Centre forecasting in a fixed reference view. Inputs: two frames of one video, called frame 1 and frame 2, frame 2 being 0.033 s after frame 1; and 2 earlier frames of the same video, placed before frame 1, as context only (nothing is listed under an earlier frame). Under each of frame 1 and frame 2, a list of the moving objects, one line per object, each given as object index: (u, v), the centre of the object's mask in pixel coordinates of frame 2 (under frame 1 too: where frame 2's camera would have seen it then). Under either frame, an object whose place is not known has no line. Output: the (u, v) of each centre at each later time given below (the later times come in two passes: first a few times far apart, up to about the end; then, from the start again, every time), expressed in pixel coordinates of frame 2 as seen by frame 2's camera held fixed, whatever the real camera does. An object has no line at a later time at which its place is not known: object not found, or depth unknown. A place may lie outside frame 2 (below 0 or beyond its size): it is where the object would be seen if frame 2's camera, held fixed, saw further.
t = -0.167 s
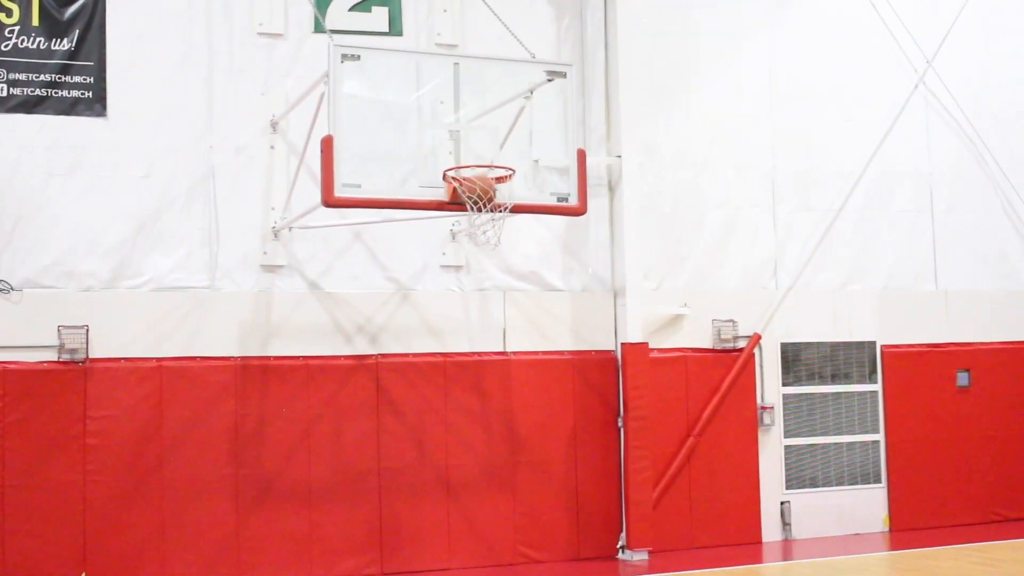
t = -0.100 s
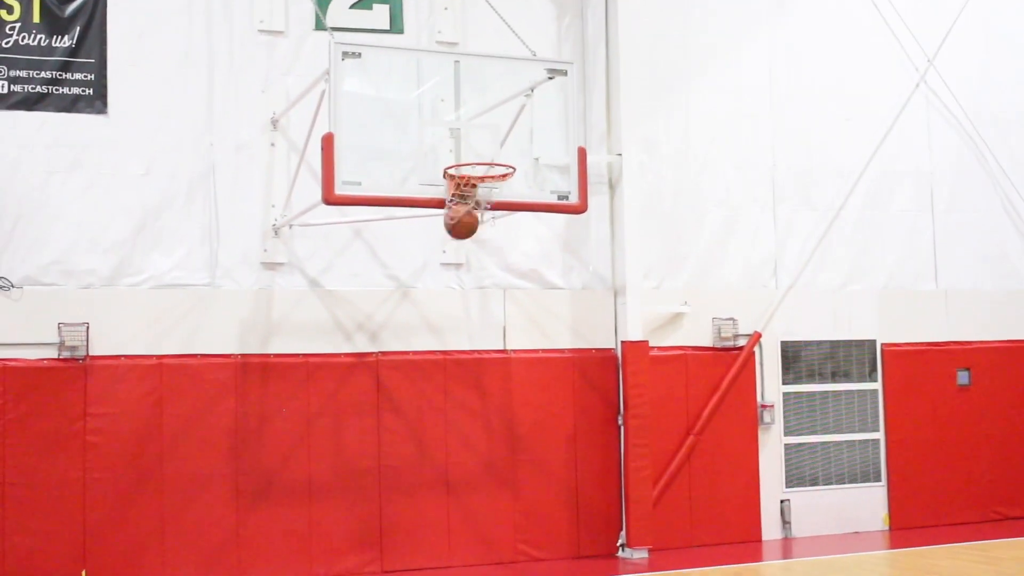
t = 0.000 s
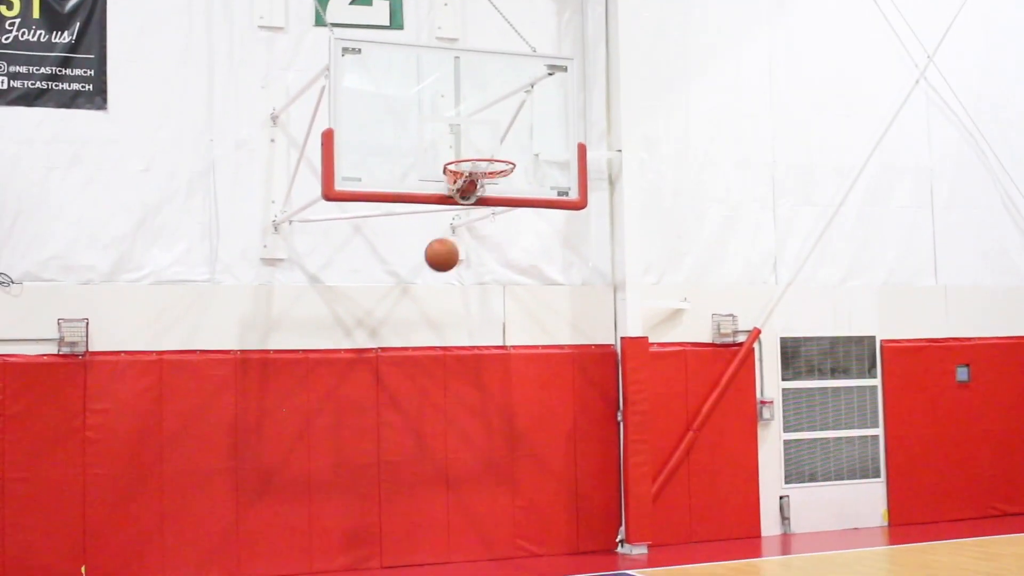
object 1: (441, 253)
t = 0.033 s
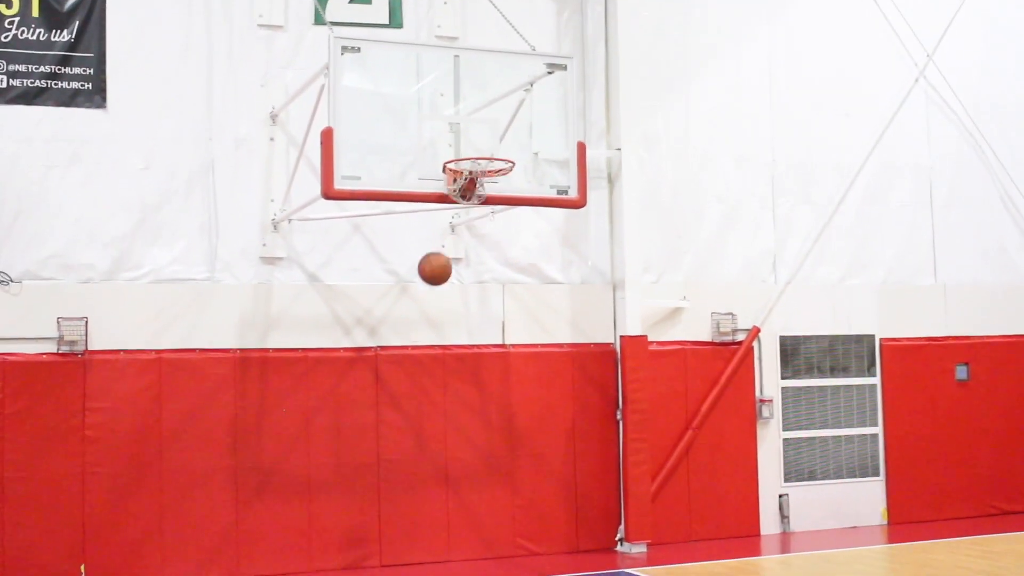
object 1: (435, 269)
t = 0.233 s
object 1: (400, 389)
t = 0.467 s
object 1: (362, 585)
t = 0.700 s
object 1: (357, 449)
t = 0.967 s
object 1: (359, 373)
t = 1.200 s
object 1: (361, 382)
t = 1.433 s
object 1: (362, 470)
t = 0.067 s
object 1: (429, 285)
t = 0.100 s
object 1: (423, 303)
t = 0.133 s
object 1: (417, 323)
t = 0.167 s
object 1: (411, 344)
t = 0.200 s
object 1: (406, 365)
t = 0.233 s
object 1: (400, 389)
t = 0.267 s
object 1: (395, 413)
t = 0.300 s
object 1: (389, 439)
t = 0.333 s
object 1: (384, 467)
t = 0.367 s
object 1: (378, 495)
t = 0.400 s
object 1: (373, 524)
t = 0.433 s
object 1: (368, 554)
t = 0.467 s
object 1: (362, 585)
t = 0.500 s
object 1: (361, 565)
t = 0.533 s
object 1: (359, 543)
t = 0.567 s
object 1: (359, 520)
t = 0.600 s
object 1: (358, 501)
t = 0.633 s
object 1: (358, 482)
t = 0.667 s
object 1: (358, 465)
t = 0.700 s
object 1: (357, 449)
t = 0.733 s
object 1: (358, 434)
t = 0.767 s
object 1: (357, 421)
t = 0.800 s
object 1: (358, 409)
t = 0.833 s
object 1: (358, 399)
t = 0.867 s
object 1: (358, 390)
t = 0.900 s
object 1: (358, 383)
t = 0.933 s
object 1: (358, 377)
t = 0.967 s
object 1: (359, 373)
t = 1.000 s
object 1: (359, 369)
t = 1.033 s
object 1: (359, 368)
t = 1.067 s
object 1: (359, 368)
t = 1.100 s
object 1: (359, 369)
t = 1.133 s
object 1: (360, 372)
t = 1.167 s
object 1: (360, 377)
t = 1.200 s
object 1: (361, 382)
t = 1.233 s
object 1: (361, 390)
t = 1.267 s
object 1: (361, 399)
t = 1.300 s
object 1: (362, 410)
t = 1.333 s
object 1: (362, 423)
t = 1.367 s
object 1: (362, 437)
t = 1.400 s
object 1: (362, 452)
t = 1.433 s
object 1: (362, 470)
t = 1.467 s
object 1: (362, 489)
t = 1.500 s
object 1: (362, 511)
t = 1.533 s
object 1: (362, 534)
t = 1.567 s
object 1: (362, 558)
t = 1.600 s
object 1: (364, 595)
